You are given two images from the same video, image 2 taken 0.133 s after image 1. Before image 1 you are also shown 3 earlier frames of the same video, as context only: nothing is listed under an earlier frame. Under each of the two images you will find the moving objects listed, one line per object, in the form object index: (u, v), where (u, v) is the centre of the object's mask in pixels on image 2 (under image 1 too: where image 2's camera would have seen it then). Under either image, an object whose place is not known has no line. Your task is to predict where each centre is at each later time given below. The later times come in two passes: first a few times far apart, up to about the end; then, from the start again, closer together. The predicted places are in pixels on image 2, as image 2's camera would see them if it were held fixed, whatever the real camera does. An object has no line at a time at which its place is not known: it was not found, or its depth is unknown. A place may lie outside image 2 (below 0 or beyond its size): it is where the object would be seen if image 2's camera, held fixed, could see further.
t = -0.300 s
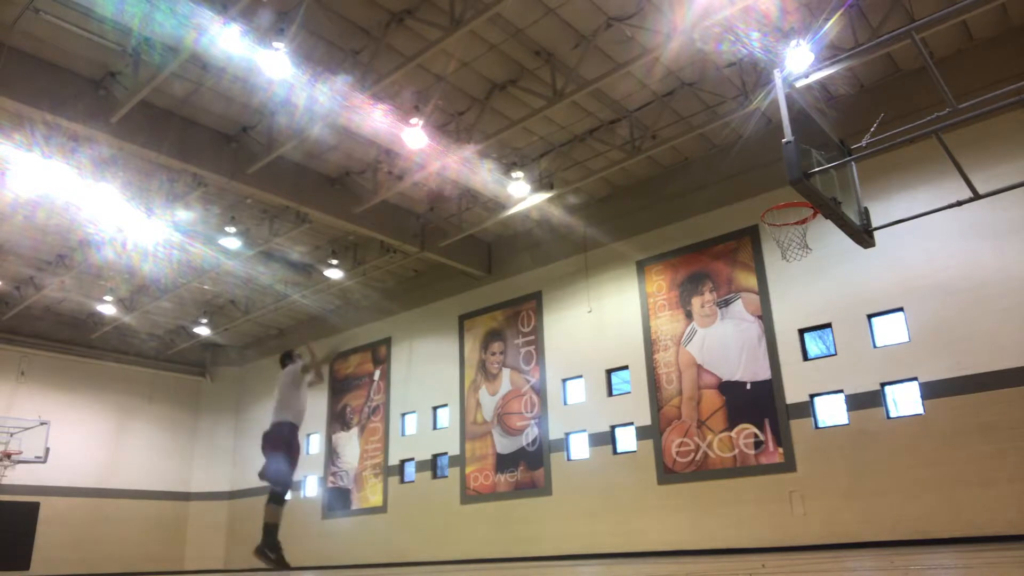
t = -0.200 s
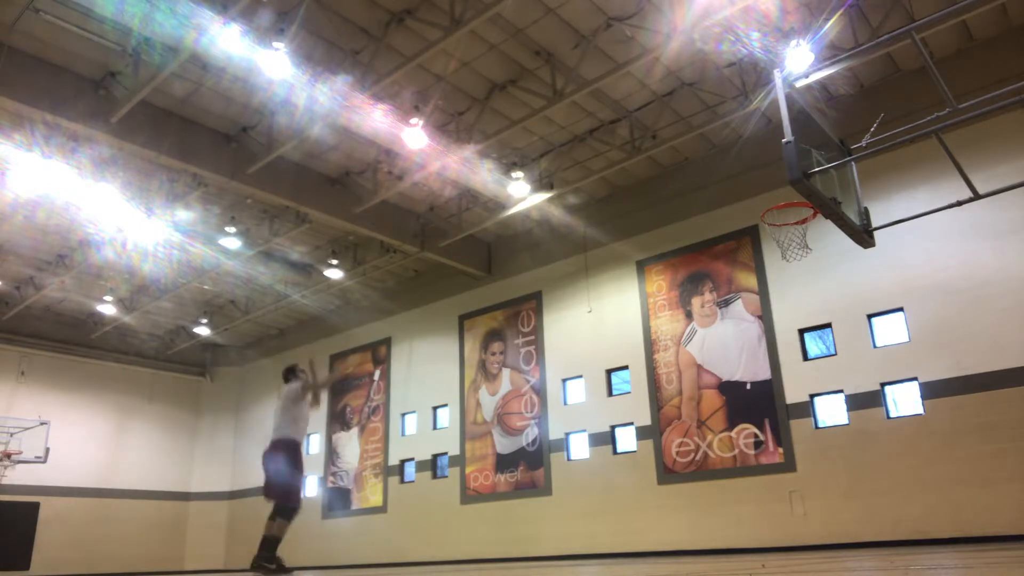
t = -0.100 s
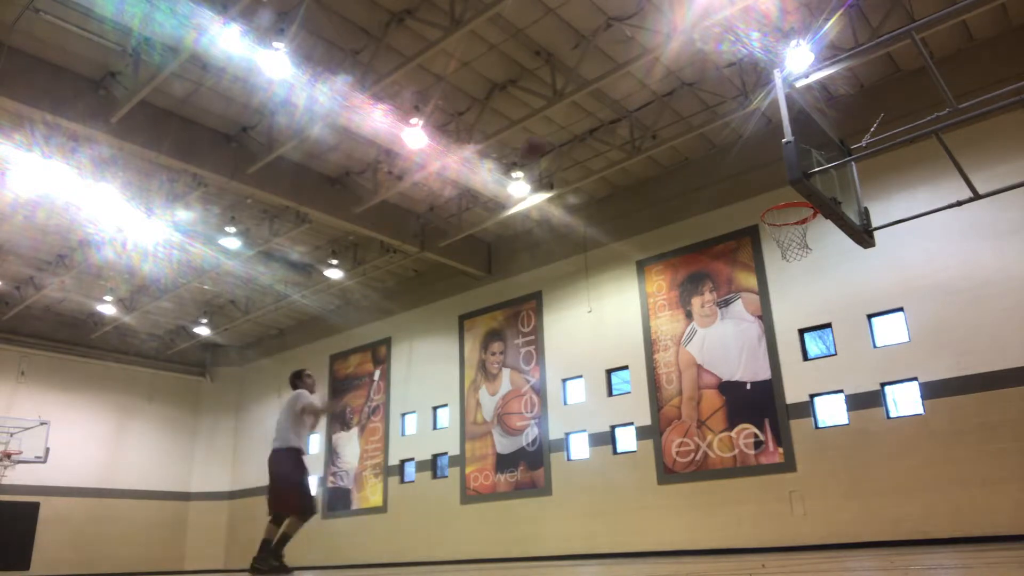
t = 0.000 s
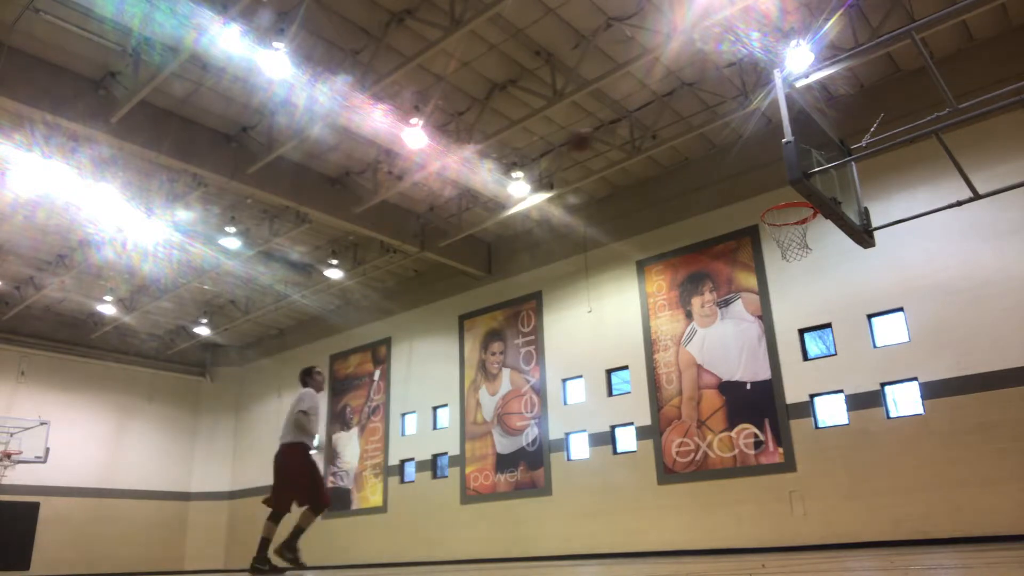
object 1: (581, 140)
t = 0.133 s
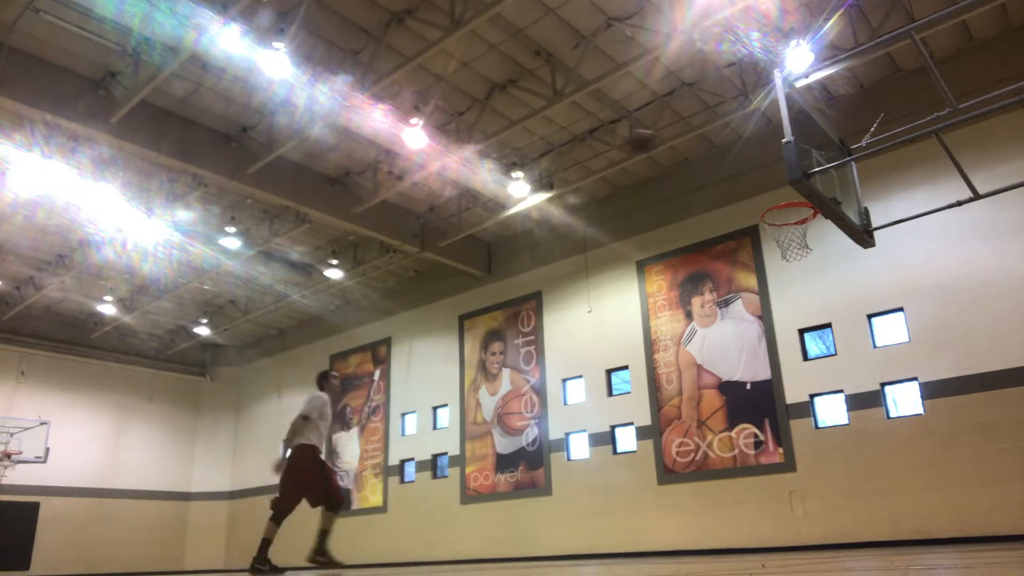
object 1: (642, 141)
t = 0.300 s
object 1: (722, 167)
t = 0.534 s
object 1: (805, 246)
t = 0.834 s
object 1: (805, 410)
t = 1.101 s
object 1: (792, 483)
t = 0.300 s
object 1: (722, 167)
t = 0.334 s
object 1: (737, 174)
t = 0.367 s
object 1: (755, 184)
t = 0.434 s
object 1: (788, 211)
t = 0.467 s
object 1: (805, 220)
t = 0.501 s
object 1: (806, 234)
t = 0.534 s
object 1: (805, 246)
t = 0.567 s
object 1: (804, 260)
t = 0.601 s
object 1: (804, 274)
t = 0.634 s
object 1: (804, 290)
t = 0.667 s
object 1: (804, 306)
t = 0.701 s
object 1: (804, 322)
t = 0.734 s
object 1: (802, 345)
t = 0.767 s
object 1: (805, 365)
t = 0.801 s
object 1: (807, 383)
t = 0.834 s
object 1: (805, 410)
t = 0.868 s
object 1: (810, 438)
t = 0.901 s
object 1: (812, 461)
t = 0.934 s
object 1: (814, 487)
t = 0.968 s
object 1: (816, 515)
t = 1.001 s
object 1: (816, 536)
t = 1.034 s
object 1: (808, 516)
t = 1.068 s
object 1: (800, 498)
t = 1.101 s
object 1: (792, 483)
